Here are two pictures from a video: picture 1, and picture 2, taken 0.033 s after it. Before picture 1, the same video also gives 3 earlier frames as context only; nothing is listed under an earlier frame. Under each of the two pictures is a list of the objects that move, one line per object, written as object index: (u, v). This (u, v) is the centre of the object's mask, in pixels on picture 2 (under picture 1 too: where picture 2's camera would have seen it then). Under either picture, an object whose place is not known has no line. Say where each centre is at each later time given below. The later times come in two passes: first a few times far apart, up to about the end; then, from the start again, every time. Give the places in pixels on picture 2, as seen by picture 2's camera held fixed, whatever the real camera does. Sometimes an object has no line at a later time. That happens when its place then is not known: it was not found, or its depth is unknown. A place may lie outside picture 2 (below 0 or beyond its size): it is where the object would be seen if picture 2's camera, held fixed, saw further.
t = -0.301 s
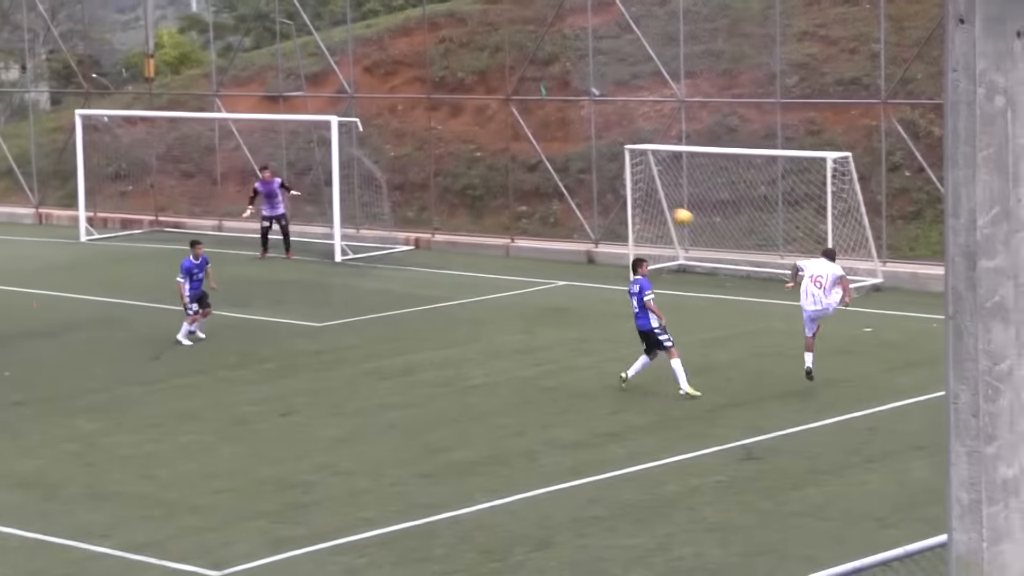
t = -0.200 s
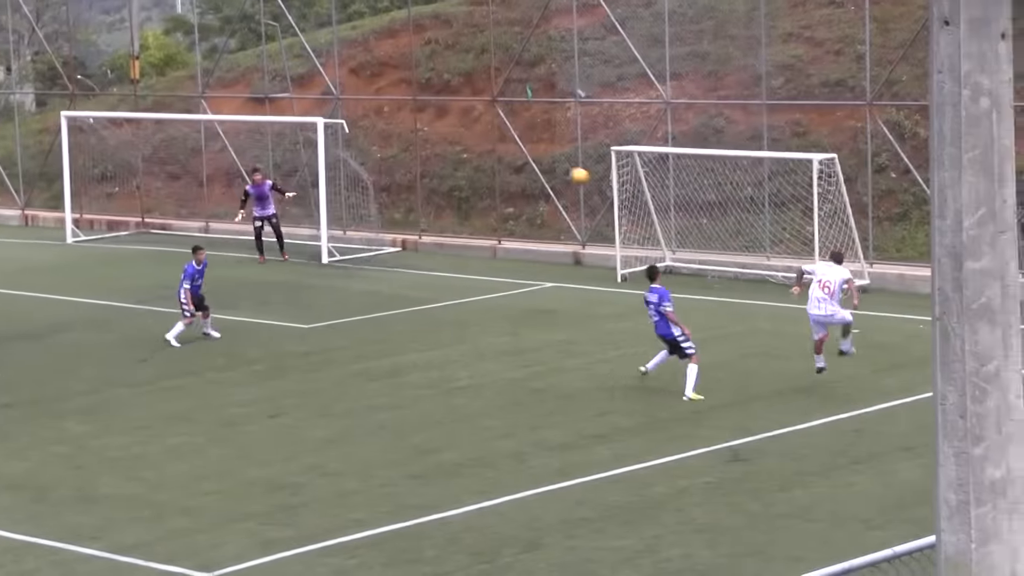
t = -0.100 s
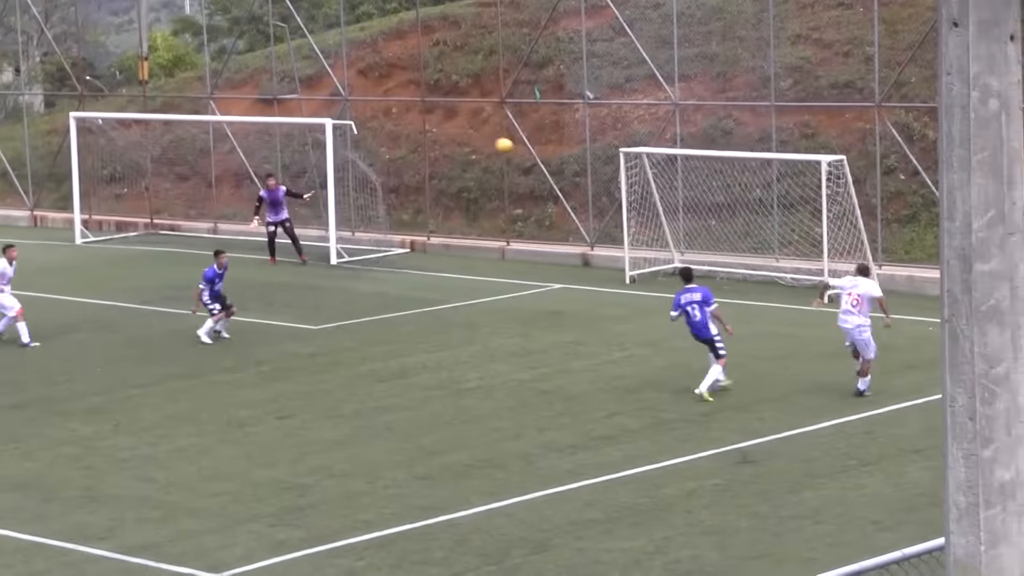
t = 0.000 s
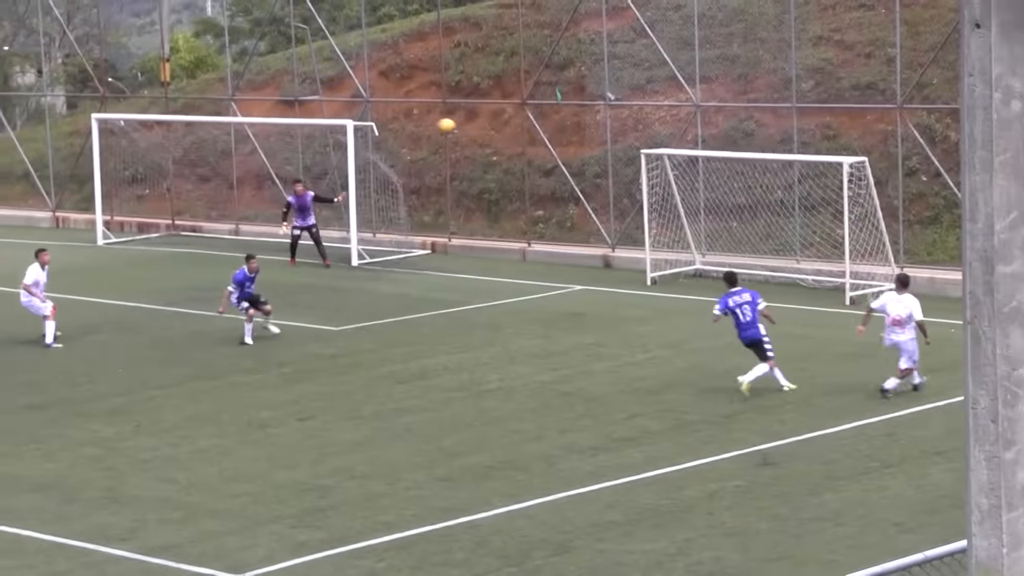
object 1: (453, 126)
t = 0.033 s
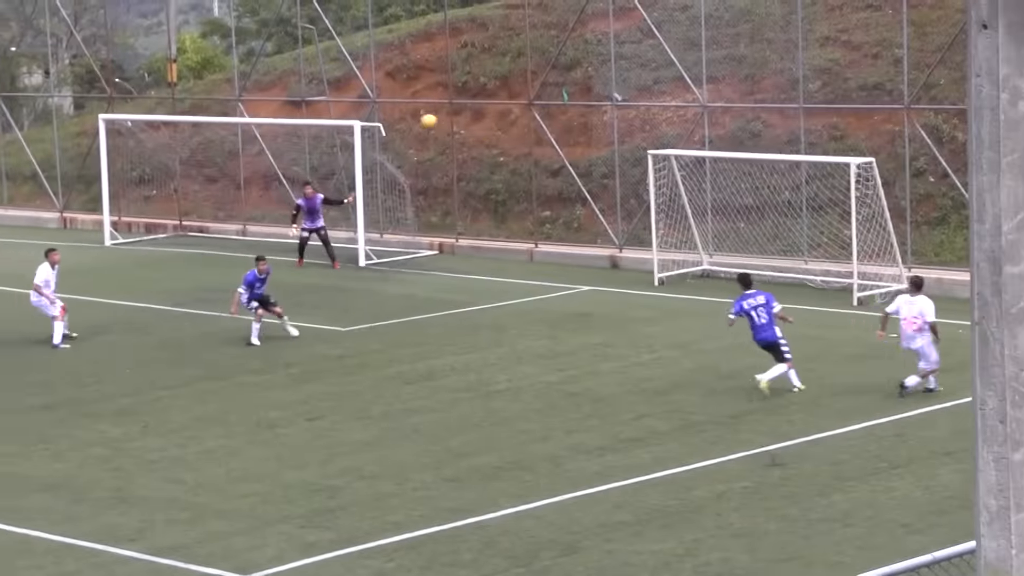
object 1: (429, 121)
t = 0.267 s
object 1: (272, 114)
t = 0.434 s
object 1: (174, 136)
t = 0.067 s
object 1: (404, 117)
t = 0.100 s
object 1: (381, 114)
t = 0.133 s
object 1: (358, 113)
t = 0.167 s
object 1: (336, 111)
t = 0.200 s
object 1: (314, 111)
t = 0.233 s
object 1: (293, 112)
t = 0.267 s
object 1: (272, 114)
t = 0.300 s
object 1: (251, 117)
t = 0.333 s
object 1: (232, 120)
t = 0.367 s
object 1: (213, 125)
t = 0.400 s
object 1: (192, 130)
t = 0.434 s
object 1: (174, 136)
